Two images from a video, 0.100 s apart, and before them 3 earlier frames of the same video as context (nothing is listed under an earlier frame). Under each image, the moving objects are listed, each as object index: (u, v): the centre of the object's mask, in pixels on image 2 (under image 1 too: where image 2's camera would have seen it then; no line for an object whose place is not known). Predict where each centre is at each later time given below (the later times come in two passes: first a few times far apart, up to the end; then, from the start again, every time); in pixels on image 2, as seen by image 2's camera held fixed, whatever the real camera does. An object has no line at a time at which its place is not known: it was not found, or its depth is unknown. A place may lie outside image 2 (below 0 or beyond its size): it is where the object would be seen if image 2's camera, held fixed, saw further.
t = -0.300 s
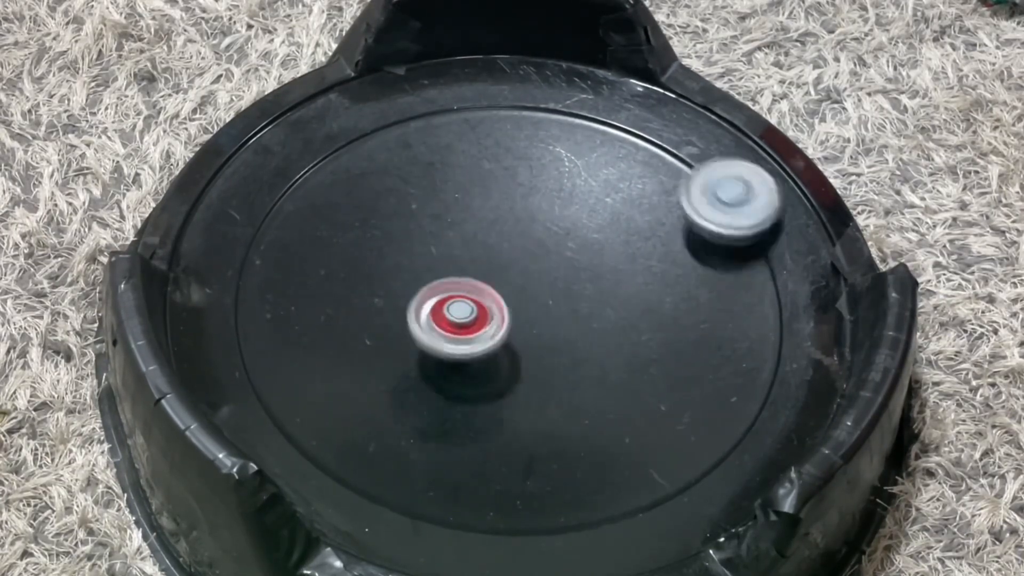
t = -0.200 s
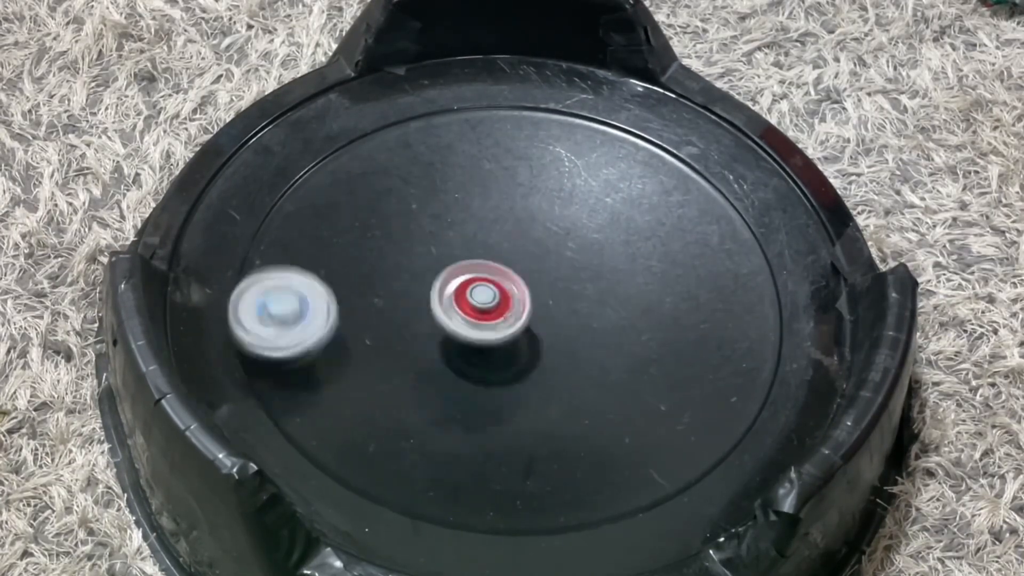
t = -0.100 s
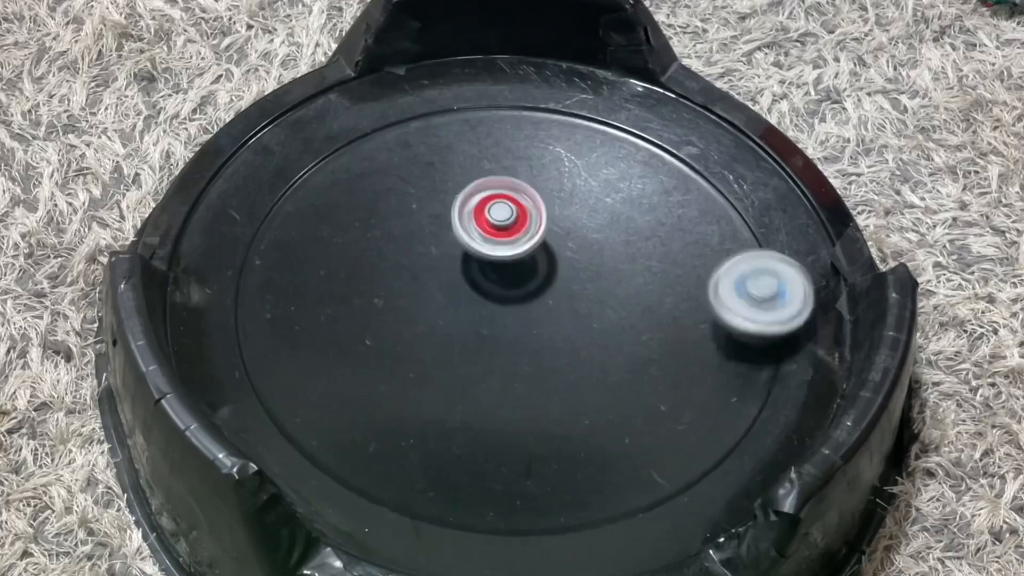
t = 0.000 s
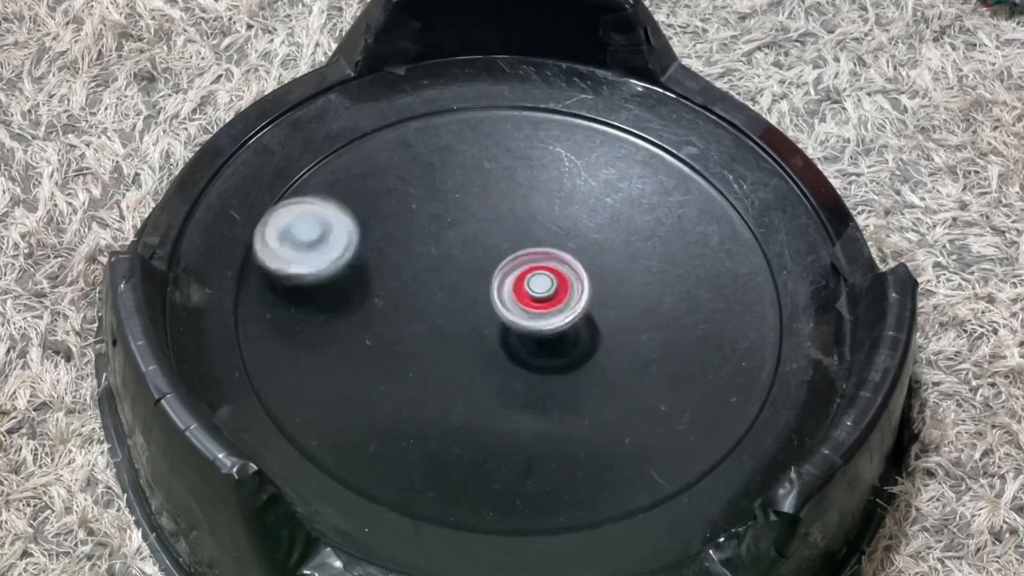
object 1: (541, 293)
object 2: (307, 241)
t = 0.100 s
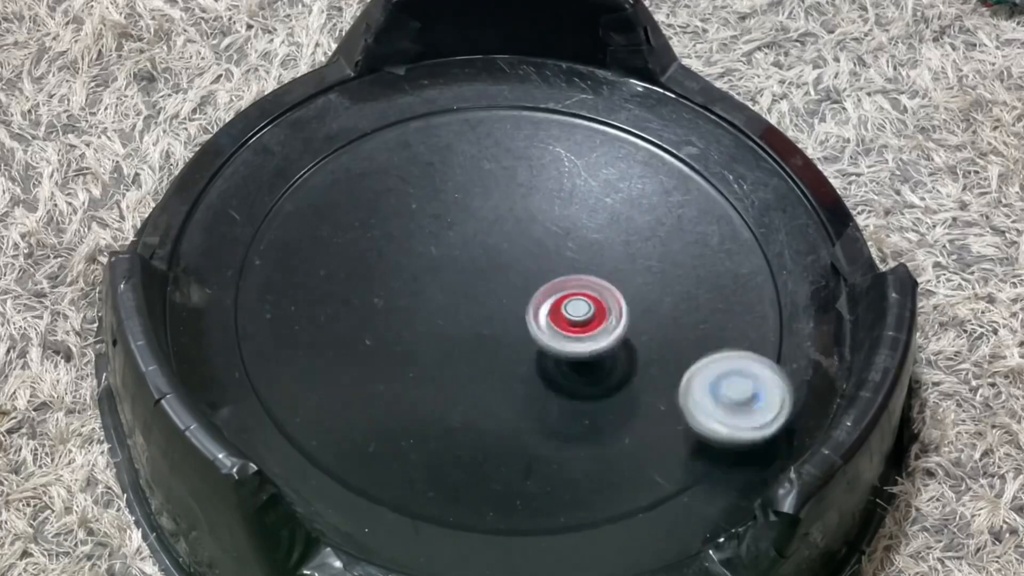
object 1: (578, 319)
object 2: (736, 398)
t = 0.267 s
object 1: (445, 302)
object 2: (374, 455)
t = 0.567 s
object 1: (556, 334)
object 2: (762, 282)
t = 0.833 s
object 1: (497, 265)
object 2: (641, 167)
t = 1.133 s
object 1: (497, 326)
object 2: (339, 189)
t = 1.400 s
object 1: (573, 295)
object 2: (271, 299)
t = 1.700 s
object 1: (501, 259)
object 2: (576, 473)
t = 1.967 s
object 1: (519, 323)
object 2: (698, 374)
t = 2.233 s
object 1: (553, 282)
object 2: (694, 260)
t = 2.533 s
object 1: (492, 264)
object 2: (440, 169)
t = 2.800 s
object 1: (513, 318)
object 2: (333, 253)
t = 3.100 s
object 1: (558, 296)
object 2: (548, 430)
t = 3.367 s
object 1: (503, 260)
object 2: (687, 331)
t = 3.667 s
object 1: (485, 287)
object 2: (481, 172)
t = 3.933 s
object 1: (543, 310)
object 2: (361, 270)
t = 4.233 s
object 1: (519, 267)
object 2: (374, 270)
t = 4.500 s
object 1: (546, 277)
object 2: (482, 399)
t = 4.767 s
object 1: (542, 297)
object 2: (652, 339)
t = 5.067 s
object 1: (516, 316)
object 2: (568, 210)
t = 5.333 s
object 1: (493, 313)
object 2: (404, 249)
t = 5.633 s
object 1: (489, 287)
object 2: (422, 381)
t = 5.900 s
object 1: (498, 261)
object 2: (577, 386)
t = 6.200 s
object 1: (514, 262)
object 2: (620, 262)
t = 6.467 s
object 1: (483, 294)
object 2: (587, 217)
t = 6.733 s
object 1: (500, 325)
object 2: (536, 227)
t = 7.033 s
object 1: (538, 317)
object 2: (437, 279)
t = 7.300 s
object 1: (549, 285)
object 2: (418, 305)
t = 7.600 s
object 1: (512, 262)
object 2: (428, 318)
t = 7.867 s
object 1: (511, 245)
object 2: (464, 362)
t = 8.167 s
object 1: (524, 244)
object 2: (495, 379)
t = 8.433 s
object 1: (538, 249)
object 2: (519, 385)
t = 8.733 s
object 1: (513, 234)
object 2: (556, 362)
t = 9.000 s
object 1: (481, 271)
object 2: (581, 309)
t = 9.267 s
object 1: (462, 311)
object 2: (586, 284)
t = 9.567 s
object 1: (494, 333)
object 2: (562, 269)
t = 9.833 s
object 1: (527, 336)
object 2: (523, 238)
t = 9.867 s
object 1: (530, 334)
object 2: (520, 236)
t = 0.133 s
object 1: (541, 313)
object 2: (735, 241)
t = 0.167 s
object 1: (497, 310)
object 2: (572, 141)
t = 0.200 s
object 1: (461, 311)
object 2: (370, 163)
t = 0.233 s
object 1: (441, 309)
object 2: (267, 299)
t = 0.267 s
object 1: (445, 302)
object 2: (374, 455)
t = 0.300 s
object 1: (466, 286)
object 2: (610, 470)
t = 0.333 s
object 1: (491, 266)
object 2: (732, 328)
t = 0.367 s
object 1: (512, 246)
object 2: (663, 175)
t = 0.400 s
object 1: (527, 235)
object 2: (482, 108)
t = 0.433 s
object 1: (534, 240)
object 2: (311, 171)
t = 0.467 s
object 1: (537, 262)
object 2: (277, 329)
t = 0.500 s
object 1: (544, 293)
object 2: (447, 458)
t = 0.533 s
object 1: (552, 318)
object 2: (676, 431)
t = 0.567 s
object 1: (556, 334)
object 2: (762, 282)
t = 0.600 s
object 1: (547, 336)
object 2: (666, 150)
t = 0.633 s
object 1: (523, 325)
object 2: (477, 121)
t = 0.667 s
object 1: (494, 309)
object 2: (319, 210)
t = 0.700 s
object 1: (467, 293)
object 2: (299, 369)
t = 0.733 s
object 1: (447, 278)
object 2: (468, 488)
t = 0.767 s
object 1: (445, 270)
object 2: (681, 448)
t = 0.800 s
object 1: (464, 267)
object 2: (745, 296)
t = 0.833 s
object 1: (497, 265)
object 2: (641, 167)
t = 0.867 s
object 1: (531, 263)
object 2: (459, 123)
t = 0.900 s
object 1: (558, 260)
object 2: (300, 190)
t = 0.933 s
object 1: (567, 263)
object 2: (274, 341)
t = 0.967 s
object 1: (559, 277)
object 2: (440, 459)
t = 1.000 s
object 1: (540, 299)
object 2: (657, 431)
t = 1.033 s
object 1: (522, 322)
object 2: (747, 290)
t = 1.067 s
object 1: (509, 338)
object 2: (669, 159)
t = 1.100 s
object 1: (501, 342)
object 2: (497, 116)
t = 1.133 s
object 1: (497, 326)
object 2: (339, 189)
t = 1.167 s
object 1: (492, 298)
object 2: (299, 337)
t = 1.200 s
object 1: (479, 269)
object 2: (431, 466)
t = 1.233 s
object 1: (469, 247)
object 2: (645, 463)
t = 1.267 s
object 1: (469, 243)
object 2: (742, 330)
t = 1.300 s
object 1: (486, 254)
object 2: (670, 193)
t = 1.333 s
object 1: (515, 271)
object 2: (506, 130)
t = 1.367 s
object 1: (549, 286)
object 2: (339, 169)
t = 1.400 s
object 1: (573, 295)
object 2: (271, 299)
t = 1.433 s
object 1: (579, 300)
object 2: (387, 433)
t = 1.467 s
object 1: (560, 303)
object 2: (599, 448)
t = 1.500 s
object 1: (526, 307)
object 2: (729, 334)
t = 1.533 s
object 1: (491, 312)
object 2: (699, 195)
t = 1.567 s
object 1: (467, 315)
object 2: (549, 126)
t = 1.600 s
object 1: (459, 311)
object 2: (385, 164)
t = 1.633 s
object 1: (467, 297)
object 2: (304, 290)
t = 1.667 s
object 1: (483, 278)
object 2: (380, 428)
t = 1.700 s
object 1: (501, 259)
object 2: (576, 473)
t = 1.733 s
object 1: (516, 246)
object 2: (717, 373)
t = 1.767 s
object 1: (526, 246)
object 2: (695, 234)
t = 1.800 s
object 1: (534, 261)
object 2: (558, 147)
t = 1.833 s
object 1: (539, 286)
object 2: (391, 152)
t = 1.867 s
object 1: (545, 311)
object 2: (291, 254)
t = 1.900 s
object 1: (547, 327)
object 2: (347, 393)
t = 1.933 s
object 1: (538, 331)
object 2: (535, 451)
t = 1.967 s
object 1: (519, 323)
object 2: (698, 374)
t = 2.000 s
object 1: (497, 307)
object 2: (714, 240)
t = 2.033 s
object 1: (477, 290)
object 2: (596, 151)
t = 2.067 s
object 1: (462, 273)
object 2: (431, 158)
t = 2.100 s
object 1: (462, 262)
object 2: (322, 258)
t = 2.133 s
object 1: (475, 259)
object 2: (351, 394)
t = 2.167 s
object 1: (500, 265)
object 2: (520, 465)
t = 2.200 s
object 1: (529, 274)
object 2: (681, 394)
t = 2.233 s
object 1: (553, 282)
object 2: (694, 260)
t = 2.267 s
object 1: (564, 291)
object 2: (581, 163)
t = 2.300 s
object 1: (559, 300)
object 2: (424, 150)
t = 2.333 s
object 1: (540, 309)
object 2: (314, 239)
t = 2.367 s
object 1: (511, 314)
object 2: (349, 373)
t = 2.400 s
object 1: (488, 317)
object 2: (518, 442)
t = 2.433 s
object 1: (473, 311)
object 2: (681, 383)
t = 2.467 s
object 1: (472, 298)
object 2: (710, 258)
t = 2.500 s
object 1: (480, 282)
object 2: (600, 169)
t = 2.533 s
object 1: (492, 264)
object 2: (440, 169)
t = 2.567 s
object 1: (507, 253)
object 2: (332, 259)
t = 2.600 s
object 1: (521, 253)
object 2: (352, 385)
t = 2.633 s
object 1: (533, 265)
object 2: (512, 452)
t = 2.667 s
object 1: (541, 283)
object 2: (661, 385)
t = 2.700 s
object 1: (545, 304)
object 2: (678, 257)
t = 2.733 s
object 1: (544, 319)
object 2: (575, 166)
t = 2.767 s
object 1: (533, 323)
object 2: (427, 160)
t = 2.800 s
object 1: (513, 318)
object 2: (333, 253)
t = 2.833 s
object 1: (493, 307)
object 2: (379, 379)
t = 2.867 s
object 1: (477, 290)
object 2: (541, 436)
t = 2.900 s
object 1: (469, 274)
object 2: (684, 370)
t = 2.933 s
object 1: (472, 263)
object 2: (686, 249)
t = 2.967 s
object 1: (486, 261)
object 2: (564, 176)
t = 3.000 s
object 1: (510, 268)
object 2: (415, 191)
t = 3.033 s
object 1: (536, 277)
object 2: (329, 283)
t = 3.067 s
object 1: (555, 286)
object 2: (383, 399)
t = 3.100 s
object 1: (558, 296)
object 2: (548, 430)
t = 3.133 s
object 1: (547, 305)
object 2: (665, 345)
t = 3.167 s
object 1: (525, 312)
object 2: (651, 228)
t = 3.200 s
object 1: (500, 314)
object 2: (534, 160)
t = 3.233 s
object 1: (482, 310)
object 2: (400, 191)
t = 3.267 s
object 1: (475, 300)
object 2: (351, 300)
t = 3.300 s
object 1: (477, 283)
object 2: (435, 407)
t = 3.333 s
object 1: (486, 269)
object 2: (596, 422)
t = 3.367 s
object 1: (503, 260)
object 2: (687, 331)
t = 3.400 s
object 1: (521, 258)
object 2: (640, 227)
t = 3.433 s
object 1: (536, 267)
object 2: (506, 182)
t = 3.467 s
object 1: (543, 281)
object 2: (379, 221)
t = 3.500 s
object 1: (543, 300)
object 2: (341, 324)
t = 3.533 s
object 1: (536, 314)
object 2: (443, 414)
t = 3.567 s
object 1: (523, 322)
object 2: (598, 398)
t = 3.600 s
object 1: (508, 320)
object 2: (664, 298)
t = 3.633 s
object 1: (494, 307)
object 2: (608, 200)
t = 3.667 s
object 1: (485, 287)
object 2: (481, 172)
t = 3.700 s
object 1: (478, 269)
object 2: (379, 235)
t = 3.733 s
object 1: (481, 258)
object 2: (382, 346)
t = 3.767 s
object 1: (494, 260)
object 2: (502, 418)
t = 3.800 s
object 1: (515, 271)
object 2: (637, 386)
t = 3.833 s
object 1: (536, 283)
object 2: (669, 284)
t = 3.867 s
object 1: (552, 297)
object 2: (582, 207)
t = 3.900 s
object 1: (554, 307)
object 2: (451, 201)
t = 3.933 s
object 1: (543, 310)
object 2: (361, 270)
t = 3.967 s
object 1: (518, 309)
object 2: (381, 368)
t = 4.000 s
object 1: (492, 303)
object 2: (503, 416)
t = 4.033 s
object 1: (475, 295)
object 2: (622, 366)
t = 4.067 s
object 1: (470, 284)
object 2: (640, 264)
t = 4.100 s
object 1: (478, 274)
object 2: (557, 192)
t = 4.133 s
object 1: (496, 269)
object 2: (441, 195)
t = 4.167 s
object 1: (509, 267)
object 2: (390, 233)
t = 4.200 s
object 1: (514, 269)
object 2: (381, 250)
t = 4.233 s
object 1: (519, 267)
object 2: (374, 270)
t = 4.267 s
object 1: (524, 267)
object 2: (372, 290)
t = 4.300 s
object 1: (528, 268)
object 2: (375, 310)
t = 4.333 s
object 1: (532, 271)
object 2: (383, 329)
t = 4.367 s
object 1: (536, 272)
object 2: (396, 349)
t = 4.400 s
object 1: (538, 271)
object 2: (413, 365)
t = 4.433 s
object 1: (542, 273)
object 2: (433, 379)
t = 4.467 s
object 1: (544, 275)
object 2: (458, 392)
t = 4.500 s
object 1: (546, 277)
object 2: (482, 399)
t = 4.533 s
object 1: (548, 281)
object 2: (510, 404)
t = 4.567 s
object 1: (548, 282)
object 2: (537, 404)
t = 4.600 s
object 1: (548, 283)
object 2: (563, 401)
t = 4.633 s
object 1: (548, 285)
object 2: (587, 393)
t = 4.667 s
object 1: (548, 288)
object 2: (608, 383)
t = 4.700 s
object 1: (547, 291)
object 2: (627, 369)
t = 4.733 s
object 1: (544, 295)
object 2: (641, 355)
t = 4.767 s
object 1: (542, 297)
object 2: (652, 339)
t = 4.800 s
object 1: (541, 301)
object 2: (657, 320)
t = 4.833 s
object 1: (538, 302)
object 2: (660, 302)
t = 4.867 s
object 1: (536, 306)
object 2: (657, 285)
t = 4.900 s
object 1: (533, 308)
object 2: (650, 269)
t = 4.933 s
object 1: (529, 311)
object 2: (640, 253)
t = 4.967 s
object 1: (526, 313)
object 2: (626, 239)
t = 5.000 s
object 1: (522, 314)
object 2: (610, 228)
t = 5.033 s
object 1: (519, 315)
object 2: (589, 216)
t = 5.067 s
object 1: (516, 316)
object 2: (568, 210)
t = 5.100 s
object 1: (512, 317)
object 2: (545, 205)
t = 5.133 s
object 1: (508, 319)
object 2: (523, 204)
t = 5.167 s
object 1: (505, 319)
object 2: (499, 205)
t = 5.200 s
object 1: (502, 319)
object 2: (477, 208)
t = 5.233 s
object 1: (499, 318)
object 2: (456, 215)
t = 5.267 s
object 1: (497, 316)
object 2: (436, 224)
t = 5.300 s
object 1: (495, 315)
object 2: (419, 236)
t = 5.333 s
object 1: (493, 313)
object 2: (404, 249)
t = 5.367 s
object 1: (491, 311)
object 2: (393, 264)
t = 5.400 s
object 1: (490, 310)
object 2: (387, 271)
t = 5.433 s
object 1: (489, 306)
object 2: (380, 288)
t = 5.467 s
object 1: (489, 303)
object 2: (378, 306)
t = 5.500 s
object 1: (489, 301)
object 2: (380, 324)
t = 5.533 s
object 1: (490, 296)
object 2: (386, 341)
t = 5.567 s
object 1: (491, 296)
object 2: (395, 356)
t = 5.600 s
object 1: (489, 292)
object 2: (408, 371)
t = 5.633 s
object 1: (489, 287)
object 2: (422, 381)
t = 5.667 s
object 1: (490, 284)
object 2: (440, 392)
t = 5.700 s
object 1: (490, 278)
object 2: (460, 398)
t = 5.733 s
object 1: (491, 275)
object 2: (480, 403)
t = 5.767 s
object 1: (492, 271)
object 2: (501, 405)
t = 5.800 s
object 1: (494, 268)
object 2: (521, 404)
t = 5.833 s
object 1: (496, 266)
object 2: (542, 400)
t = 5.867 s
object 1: (497, 262)
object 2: (560, 394)
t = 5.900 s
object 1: (498, 261)
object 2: (577, 386)
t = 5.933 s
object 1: (500, 259)
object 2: (592, 375)
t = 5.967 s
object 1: (502, 257)
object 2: (605, 363)
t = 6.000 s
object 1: (505, 257)
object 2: (614, 350)
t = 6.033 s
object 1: (507, 256)
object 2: (622, 336)
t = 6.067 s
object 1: (510, 257)
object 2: (626, 320)
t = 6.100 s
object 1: (512, 257)
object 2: (627, 305)
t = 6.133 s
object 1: (514, 258)
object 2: (626, 291)
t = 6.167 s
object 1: (516, 260)
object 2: (622, 276)
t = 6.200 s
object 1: (514, 262)
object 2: (620, 262)
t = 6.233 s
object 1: (504, 263)
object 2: (623, 249)
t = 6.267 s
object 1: (500, 265)
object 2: (620, 239)
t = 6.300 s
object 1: (496, 269)
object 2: (614, 230)
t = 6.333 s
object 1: (493, 274)
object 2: (608, 223)
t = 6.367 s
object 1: (490, 280)
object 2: (600, 219)
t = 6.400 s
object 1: (488, 285)
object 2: (595, 218)
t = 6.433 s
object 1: (485, 289)
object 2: (591, 217)
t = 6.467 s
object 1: (483, 294)
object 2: (587, 217)
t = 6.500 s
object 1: (483, 301)
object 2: (582, 217)
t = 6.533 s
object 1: (483, 305)
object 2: (579, 217)
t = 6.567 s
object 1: (485, 311)
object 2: (574, 218)
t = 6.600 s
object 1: (487, 315)
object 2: (569, 218)
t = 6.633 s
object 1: (489, 317)
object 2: (562, 219)
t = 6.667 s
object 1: (493, 322)
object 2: (554, 221)
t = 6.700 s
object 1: (496, 324)
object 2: (545, 224)
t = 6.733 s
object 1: (500, 325)
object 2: (536, 227)
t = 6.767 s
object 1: (504, 326)
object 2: (526, 232)
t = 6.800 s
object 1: (509, 328)
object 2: (514, 237)
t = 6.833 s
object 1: (512, 327)
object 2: (503, 243)
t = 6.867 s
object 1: (517, 327)
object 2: (492, 247)
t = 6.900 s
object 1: (521, 325)
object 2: (480, 254)
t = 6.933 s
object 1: (525, 323)
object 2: (468, 262)
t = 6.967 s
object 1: (529, 321)
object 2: (457, 269)
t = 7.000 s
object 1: (534, 320)
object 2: (446, 276)
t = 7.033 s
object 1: (538, 317)
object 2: (437, 279)
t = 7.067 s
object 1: (542, 314)
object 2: (431, 287)
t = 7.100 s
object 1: (546, 311)
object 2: (425, 293)
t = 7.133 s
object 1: (549, 307)
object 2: (420, 298)
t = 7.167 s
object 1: (551, 304)
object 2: (418, 300)
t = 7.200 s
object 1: (552, 300)
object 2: (417, 302)
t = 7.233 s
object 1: (551, 295)
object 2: (416, 303)
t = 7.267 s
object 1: (550, 290)
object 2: (417, 304)
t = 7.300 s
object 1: (549, 285)
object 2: (418, 305)
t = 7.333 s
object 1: (546, 281)
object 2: (419, 305)
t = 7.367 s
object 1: (543, 277)
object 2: (420, 307)
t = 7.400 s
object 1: (539, 274)
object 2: (421, 308)
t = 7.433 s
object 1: (535, 271)
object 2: (420, 310)
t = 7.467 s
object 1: (530, 268)
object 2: (420, 310)
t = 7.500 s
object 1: (526, 267)
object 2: (421, 310)
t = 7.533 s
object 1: (520, 264)
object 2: (422, 312)
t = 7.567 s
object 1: (514, 263)
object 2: (426, 314)
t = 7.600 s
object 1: (512, 262)
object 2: (428, 318)
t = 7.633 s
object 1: (511, 260)
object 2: (431, 322)
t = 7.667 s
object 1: (507, 257)
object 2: (435, 325)
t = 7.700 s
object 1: (505, 256)
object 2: (441, 329)
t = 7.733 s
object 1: (503, 256)
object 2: (447, 333)
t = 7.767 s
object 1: (501, 256)
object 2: (453, 336)
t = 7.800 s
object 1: (505, 251)
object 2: (456, 345)
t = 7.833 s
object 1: (509, 247)
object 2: (458, 355)
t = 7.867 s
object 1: (511, 245)
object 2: (464, 362)
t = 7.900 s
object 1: (513, 241)
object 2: (471, 369)
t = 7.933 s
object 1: (514, 239)
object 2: (475, 373)
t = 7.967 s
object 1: (517, 237)
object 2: (481, 376)
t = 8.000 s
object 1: (518, 237)
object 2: (483, 378)
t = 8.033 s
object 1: (520, 237)
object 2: (483, 379)
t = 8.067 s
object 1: (521, 237)
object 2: (484, 378)
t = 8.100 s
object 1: (522, 239)
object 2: (488, 377)
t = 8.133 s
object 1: (523, 241)
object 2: (491, 377)
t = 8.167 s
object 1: (524, 244)
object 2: (495, 379)
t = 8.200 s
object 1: (525, 248)
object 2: (496, 379)
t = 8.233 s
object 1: (525, 253)
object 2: (498, 378)
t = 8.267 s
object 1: (525, 257)
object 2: (502, 377)
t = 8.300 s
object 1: (526, 262)
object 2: (507, 374)
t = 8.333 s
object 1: (525, 268)
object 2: (512, 369)
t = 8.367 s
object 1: (525, 273)
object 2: (518, 365)
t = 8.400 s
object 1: (531, 259)
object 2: (518, 376)
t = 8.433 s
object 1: (538, 249)
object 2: (519, 385)
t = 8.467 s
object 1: (541, 244)
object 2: (523, 388)
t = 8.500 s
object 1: (540, 240)
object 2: (527, 385)
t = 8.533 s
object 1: (537, 237)
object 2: (533, 382)
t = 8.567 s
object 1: (534, 235)
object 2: (537, 382)
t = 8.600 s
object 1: (530, 233)
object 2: (540, 379)
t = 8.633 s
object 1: (527, 230)
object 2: (544, 376)
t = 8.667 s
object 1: (522, 232)
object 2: (549, 371)
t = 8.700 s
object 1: (518, 233)
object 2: (552, 366)
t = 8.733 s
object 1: (513, 234)
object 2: (556, 362)
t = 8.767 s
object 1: (509, 237)
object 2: (561, 356)
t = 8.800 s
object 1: (505, 241)
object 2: (564, 349)
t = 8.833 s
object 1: (501, 245)
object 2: (567, 343)
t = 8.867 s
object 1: (497, 250)
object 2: (571, 335)
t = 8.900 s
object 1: (495, 257)
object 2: (573, 328)
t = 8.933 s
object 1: (491, 263)
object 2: (575, 321)
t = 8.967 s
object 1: (486, 267)
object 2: (580, 315)
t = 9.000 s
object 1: (481, 271)
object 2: (581, 309)
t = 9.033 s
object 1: (477, 276)
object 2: (583, 304)
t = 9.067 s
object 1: (472, 280)
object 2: (584, 299)
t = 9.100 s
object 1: (469, 286)
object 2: (586, 296)
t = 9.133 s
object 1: (466, 290)
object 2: (586, 291)
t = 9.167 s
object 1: (465, 293)
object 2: (585, 290)
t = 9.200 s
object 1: (462, 301)
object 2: (587, 287)
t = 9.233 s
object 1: (462, 307)
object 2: (588, 285)
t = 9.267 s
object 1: (462, 311)
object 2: (586, 284)
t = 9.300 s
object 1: (463, 317)
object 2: (583, 282)
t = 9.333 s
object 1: (464, 320)
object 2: (582, 281)
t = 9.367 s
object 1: (467, 324)
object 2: (583, 279)
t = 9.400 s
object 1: (470, 326)
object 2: (583, 277)
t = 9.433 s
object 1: (474, 329)
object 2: (580, 276)
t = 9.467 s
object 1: (478, 330)
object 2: (575, 275)
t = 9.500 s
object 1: (483, 331)
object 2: (573, 273)
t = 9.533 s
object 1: (488, 331)
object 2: (569, 270)
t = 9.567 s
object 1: (494, 333)
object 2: (562, 269)
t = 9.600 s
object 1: (500, 332)
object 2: (558, 267)
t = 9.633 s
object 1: (505, 330)
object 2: (551, 263)
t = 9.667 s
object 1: (512, 329)
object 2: (545, 262)
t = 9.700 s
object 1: (514, 332)
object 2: (539, 257)
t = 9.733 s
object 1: (516, 334)
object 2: (535, 250)
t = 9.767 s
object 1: (520, 335)
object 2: (530, 245)
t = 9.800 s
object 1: (524, 335)
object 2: (526, 242)
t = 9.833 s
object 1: (527, 336)
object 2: (523, 238)
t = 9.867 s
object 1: (530, 334)
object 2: (520, 236)
